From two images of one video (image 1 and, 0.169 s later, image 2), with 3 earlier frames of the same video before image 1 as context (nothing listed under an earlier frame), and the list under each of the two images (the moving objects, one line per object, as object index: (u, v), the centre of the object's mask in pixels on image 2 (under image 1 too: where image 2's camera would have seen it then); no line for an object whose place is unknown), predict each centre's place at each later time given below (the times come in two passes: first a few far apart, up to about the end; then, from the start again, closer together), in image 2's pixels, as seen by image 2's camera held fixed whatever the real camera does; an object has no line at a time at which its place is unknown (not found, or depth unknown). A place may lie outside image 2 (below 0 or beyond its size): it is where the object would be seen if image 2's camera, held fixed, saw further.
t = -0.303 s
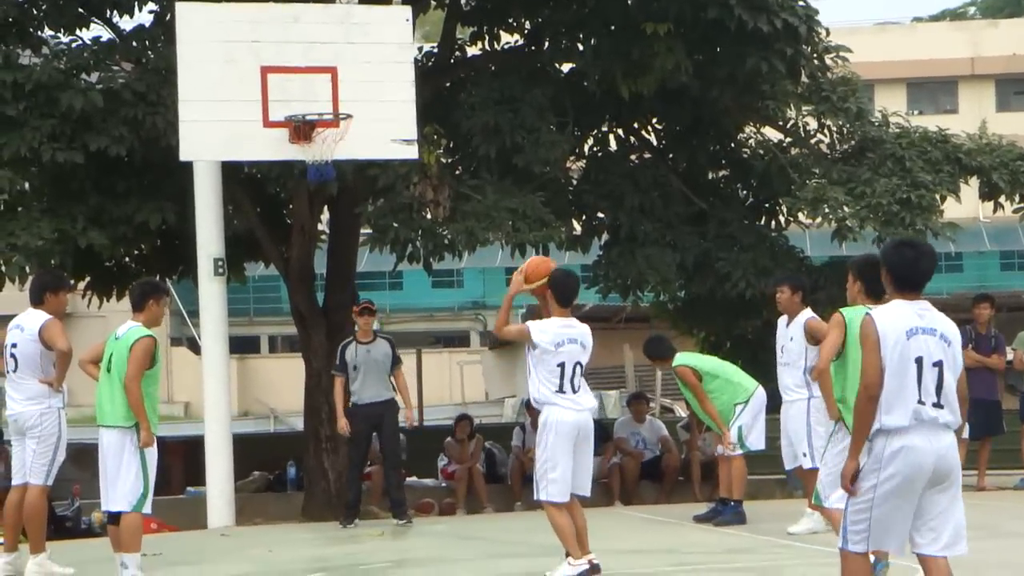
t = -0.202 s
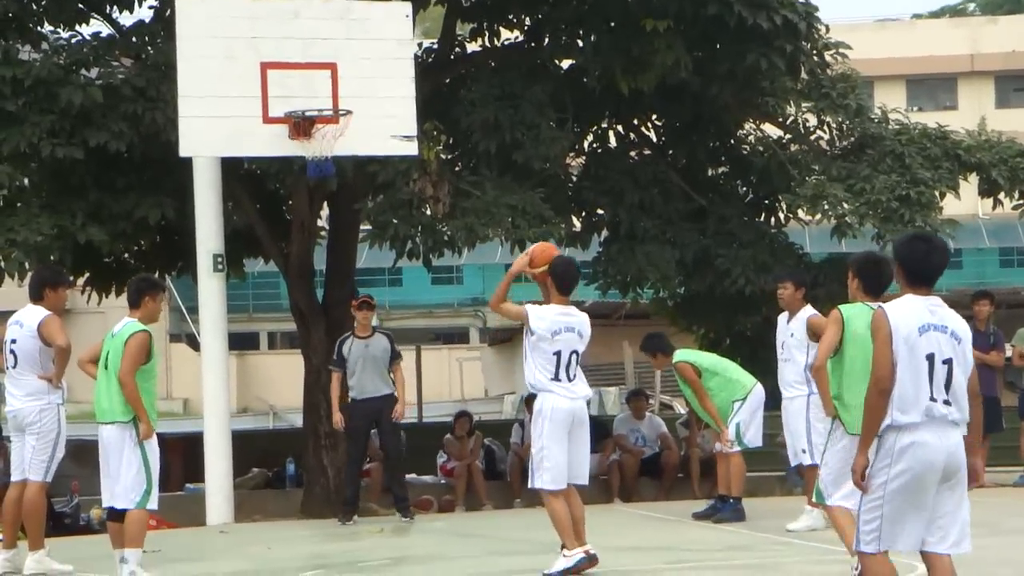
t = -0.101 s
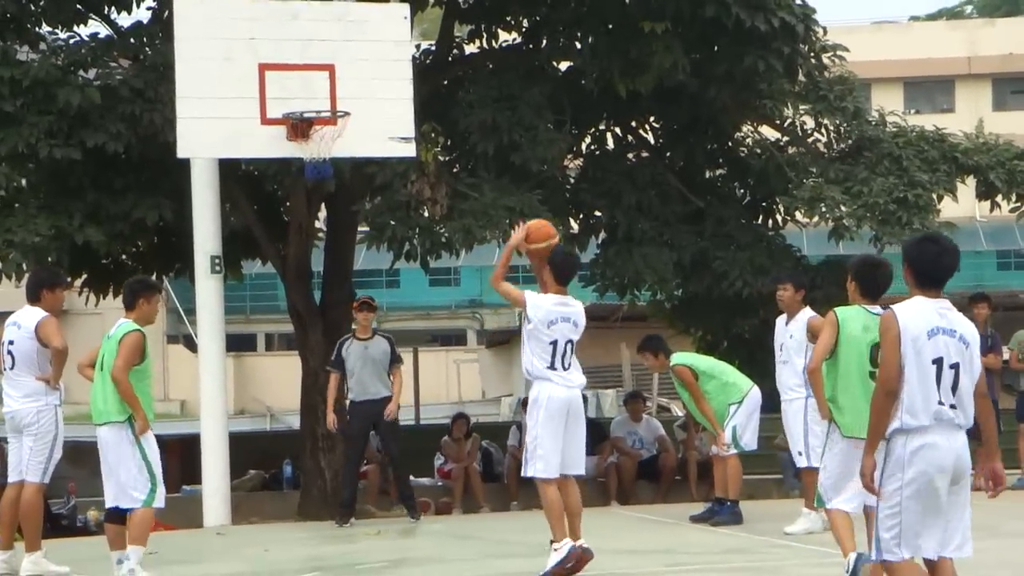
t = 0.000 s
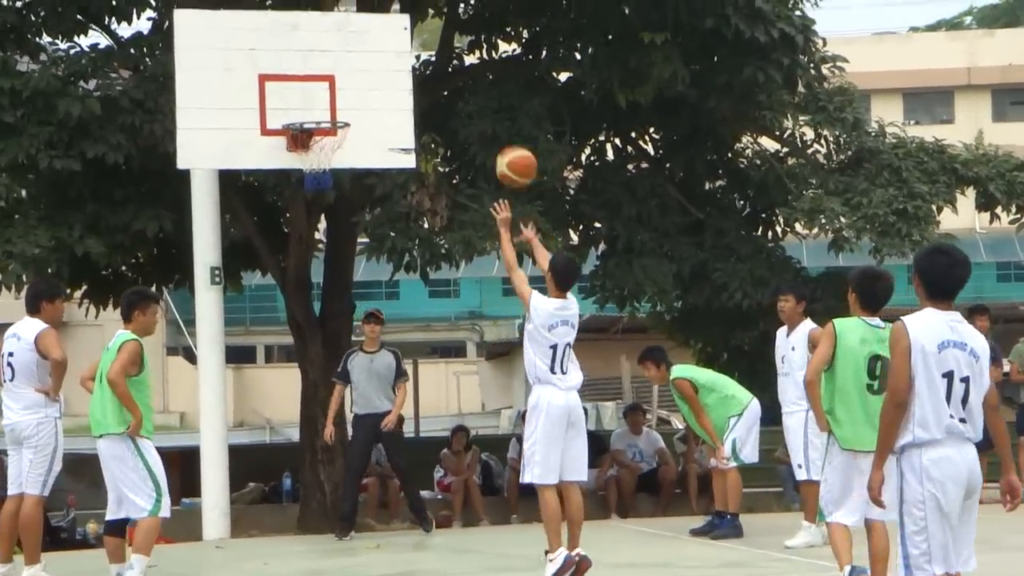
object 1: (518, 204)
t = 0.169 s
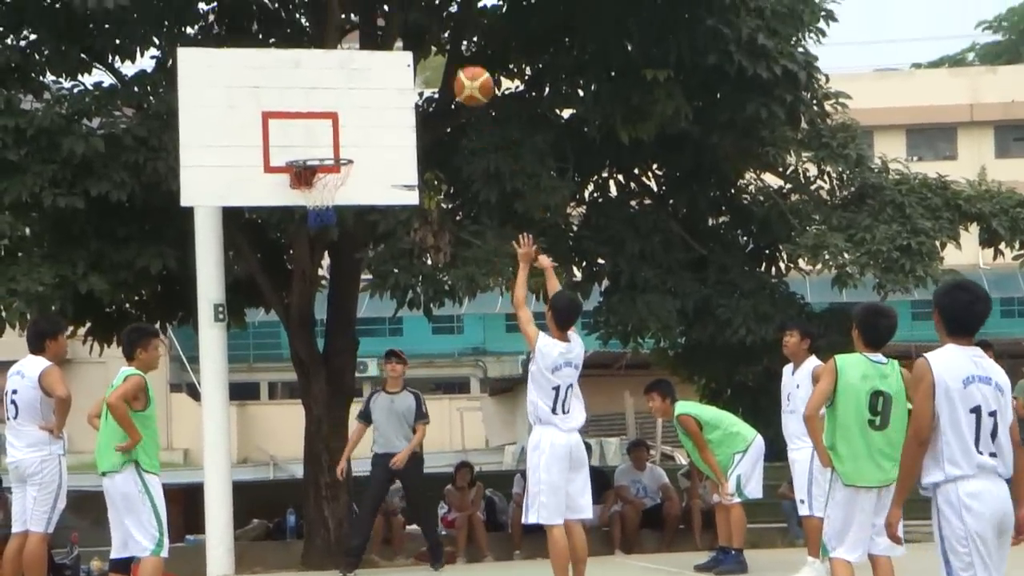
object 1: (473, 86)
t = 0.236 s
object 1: (457, 53)
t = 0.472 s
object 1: (404, 1)
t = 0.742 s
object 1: (354, 36)
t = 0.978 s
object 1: (316, 146)
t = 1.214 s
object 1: (347, 293)
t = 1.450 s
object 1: (389, 516)
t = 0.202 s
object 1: (465, 69)
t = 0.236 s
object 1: (457, 53)
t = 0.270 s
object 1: (449, 39)
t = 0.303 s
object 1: (441, 28)
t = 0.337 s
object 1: (433, 19)
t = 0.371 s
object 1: (426, 11)
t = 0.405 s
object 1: (418, 5)
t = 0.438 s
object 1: (411, 2)
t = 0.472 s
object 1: (404, 1)
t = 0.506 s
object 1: (398, 2)
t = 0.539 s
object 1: (391, 4)
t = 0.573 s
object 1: (385, 7)
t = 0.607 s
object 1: (378, 9)
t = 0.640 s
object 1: (372, 14)
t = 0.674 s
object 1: (366, 19)
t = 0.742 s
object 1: (354, 36)
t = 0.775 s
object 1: (349, 48)
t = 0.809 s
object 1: (343, 60)
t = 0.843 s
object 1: (337, 76)
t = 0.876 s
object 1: (332, 91)
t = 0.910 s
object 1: (327, 108)
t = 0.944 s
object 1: (322, 127)
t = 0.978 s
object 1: (316, 146)
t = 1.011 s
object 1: (311, 168)
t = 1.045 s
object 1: (317, 184)
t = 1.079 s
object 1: (324, 204)
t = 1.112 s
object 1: (330, 224)
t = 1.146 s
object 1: (336, 245)
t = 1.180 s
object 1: (342, 269)
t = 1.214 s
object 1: (347, 293)
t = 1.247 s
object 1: (353, 320)
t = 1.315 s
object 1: (365, 377)
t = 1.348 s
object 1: (372, 409)
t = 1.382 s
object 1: (377, 442)
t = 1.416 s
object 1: (384, 478)
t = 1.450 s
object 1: (389, 516)
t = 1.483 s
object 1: (395, 554)
